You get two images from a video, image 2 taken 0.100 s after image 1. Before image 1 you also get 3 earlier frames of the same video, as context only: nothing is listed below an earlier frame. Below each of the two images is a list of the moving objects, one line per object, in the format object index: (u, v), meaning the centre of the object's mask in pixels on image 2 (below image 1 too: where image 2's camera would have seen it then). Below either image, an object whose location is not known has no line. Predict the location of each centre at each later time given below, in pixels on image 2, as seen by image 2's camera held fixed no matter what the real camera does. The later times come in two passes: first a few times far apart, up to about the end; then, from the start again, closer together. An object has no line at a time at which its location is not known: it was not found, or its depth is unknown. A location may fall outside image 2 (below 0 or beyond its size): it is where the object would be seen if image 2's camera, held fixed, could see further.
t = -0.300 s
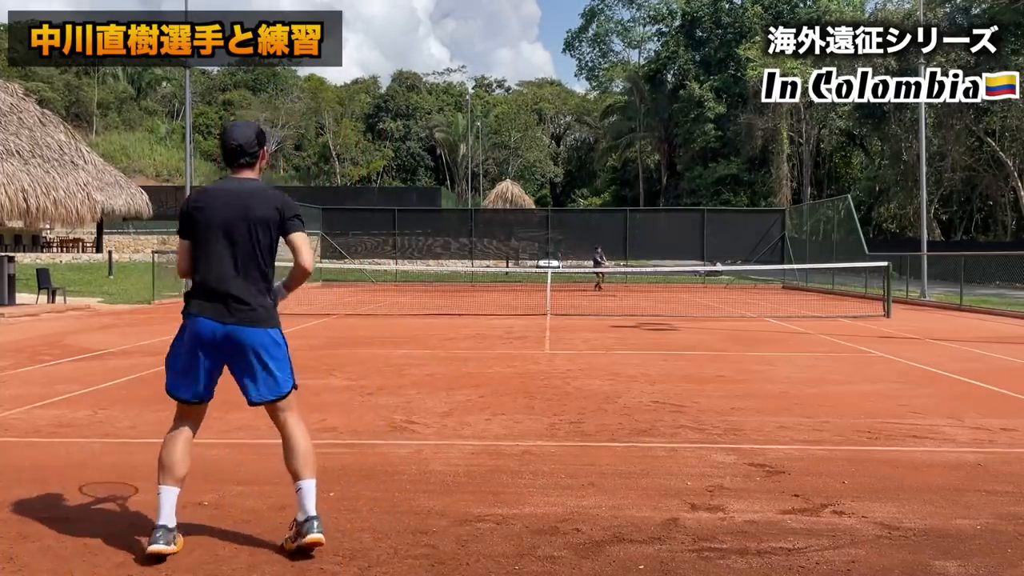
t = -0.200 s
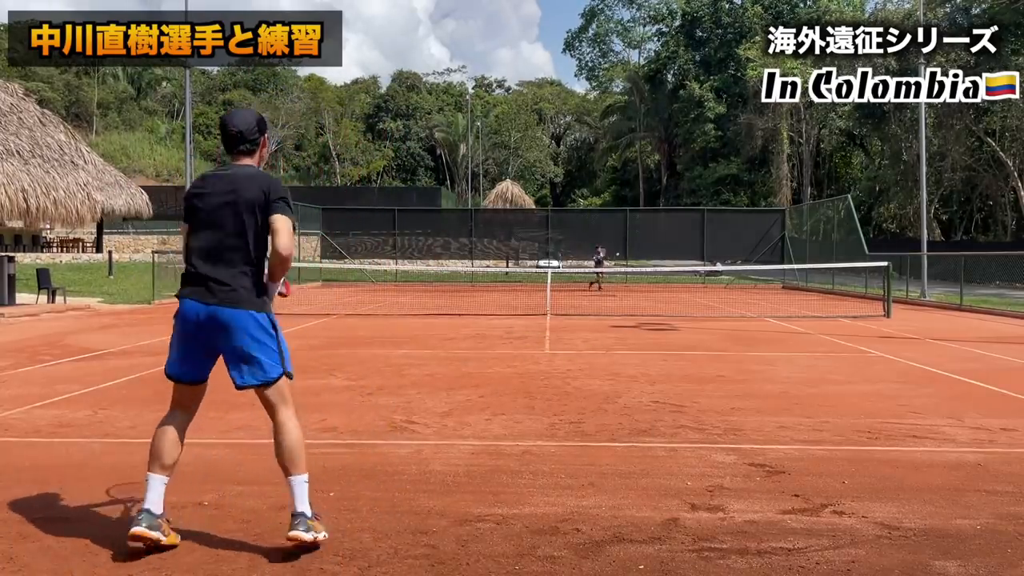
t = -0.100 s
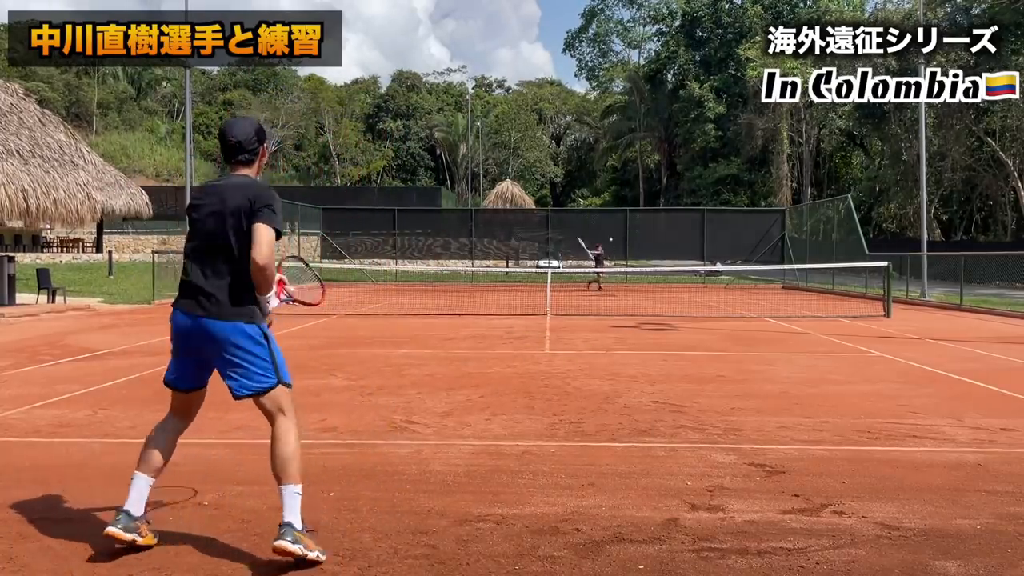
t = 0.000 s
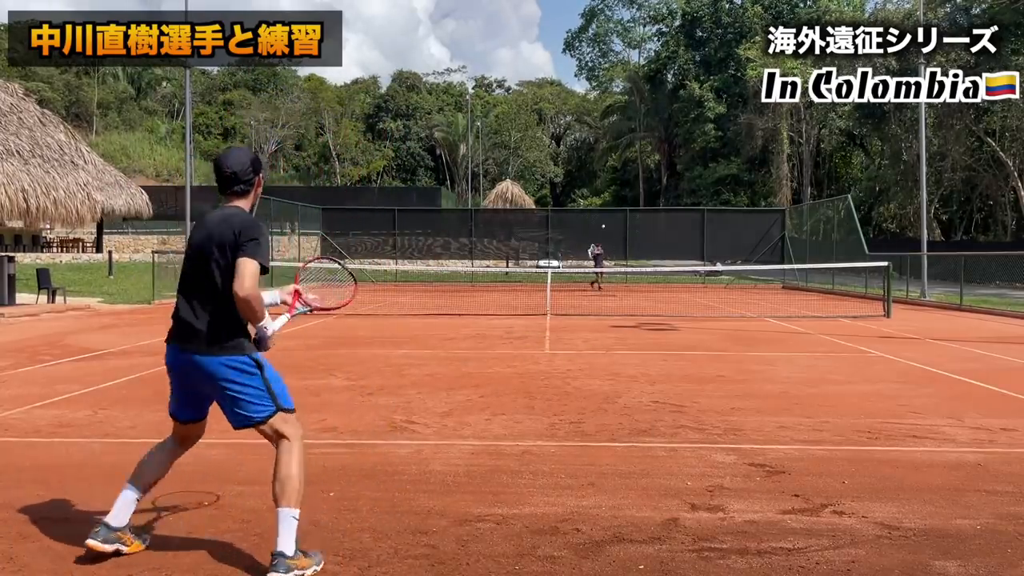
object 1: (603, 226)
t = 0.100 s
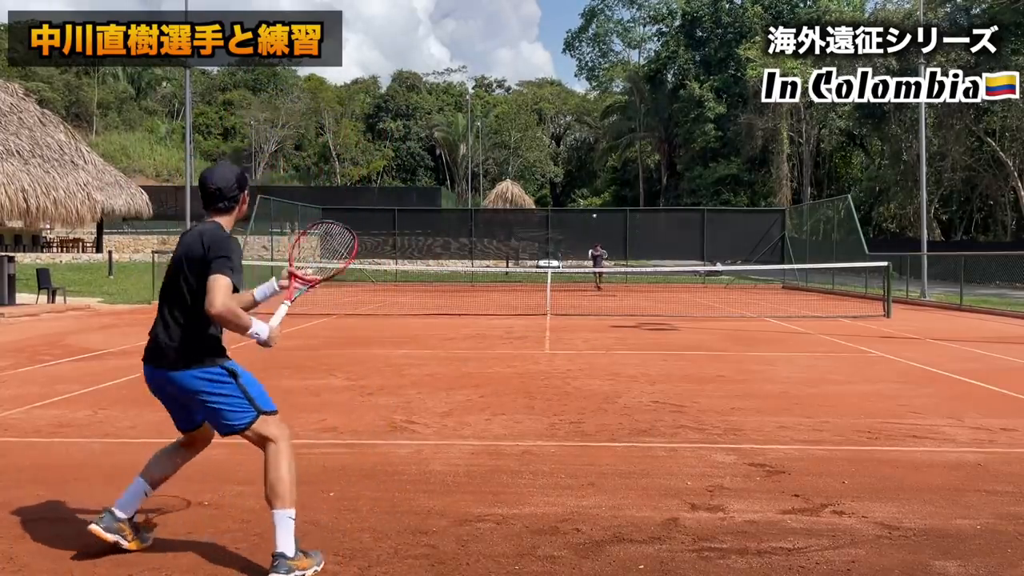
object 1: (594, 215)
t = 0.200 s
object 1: (583, 208)
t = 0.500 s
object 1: (534, 218)
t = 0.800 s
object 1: (418, 379)
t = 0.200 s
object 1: (583, 208)
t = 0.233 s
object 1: (579, 206)
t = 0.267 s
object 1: (575, 205)
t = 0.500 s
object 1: (534, 218)
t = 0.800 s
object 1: (418, 379)
